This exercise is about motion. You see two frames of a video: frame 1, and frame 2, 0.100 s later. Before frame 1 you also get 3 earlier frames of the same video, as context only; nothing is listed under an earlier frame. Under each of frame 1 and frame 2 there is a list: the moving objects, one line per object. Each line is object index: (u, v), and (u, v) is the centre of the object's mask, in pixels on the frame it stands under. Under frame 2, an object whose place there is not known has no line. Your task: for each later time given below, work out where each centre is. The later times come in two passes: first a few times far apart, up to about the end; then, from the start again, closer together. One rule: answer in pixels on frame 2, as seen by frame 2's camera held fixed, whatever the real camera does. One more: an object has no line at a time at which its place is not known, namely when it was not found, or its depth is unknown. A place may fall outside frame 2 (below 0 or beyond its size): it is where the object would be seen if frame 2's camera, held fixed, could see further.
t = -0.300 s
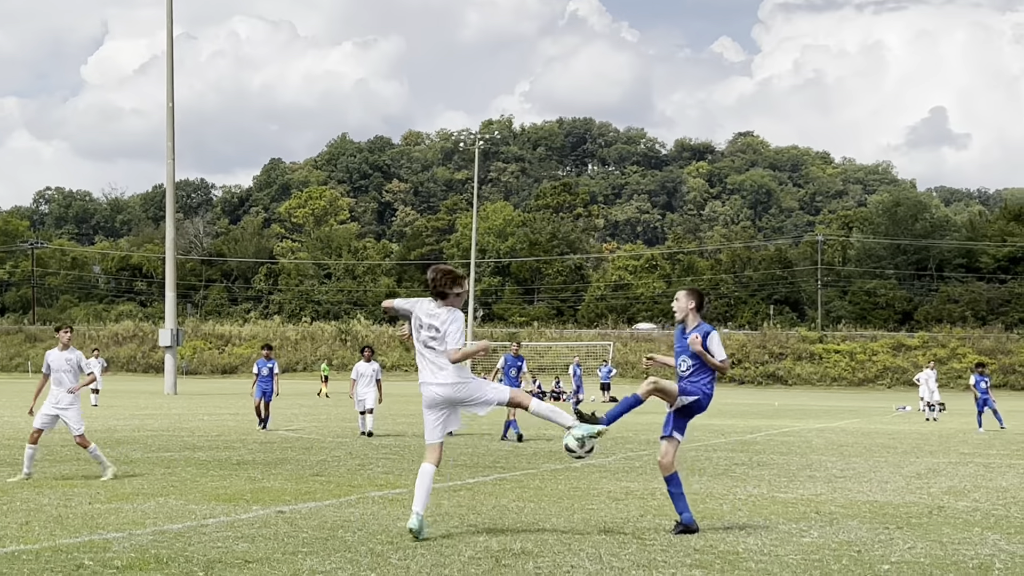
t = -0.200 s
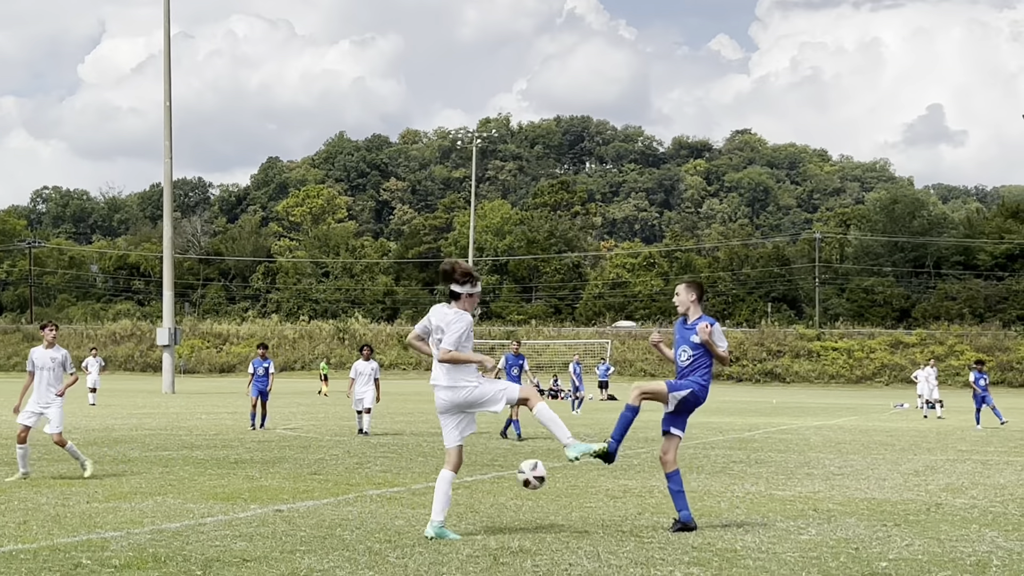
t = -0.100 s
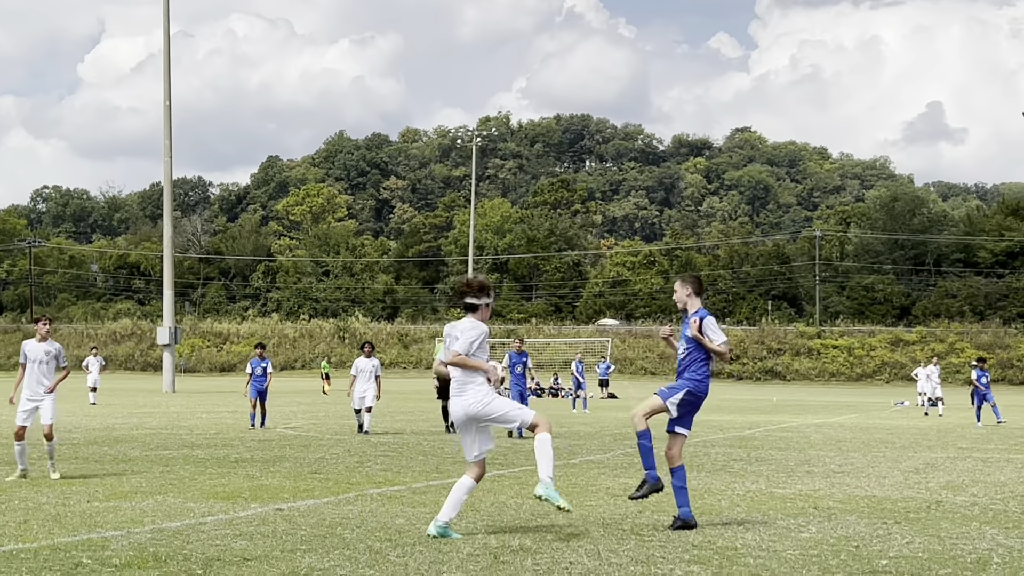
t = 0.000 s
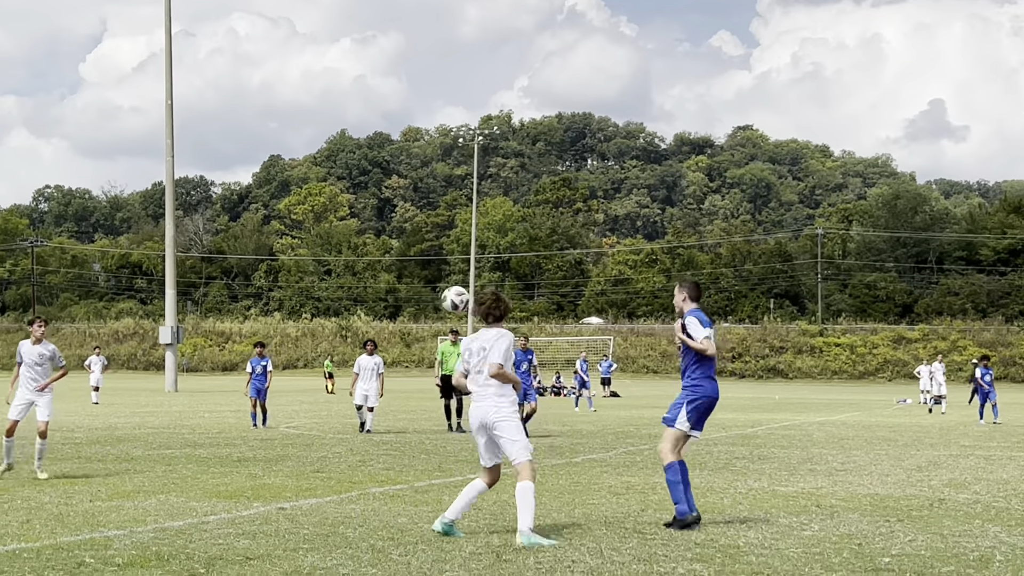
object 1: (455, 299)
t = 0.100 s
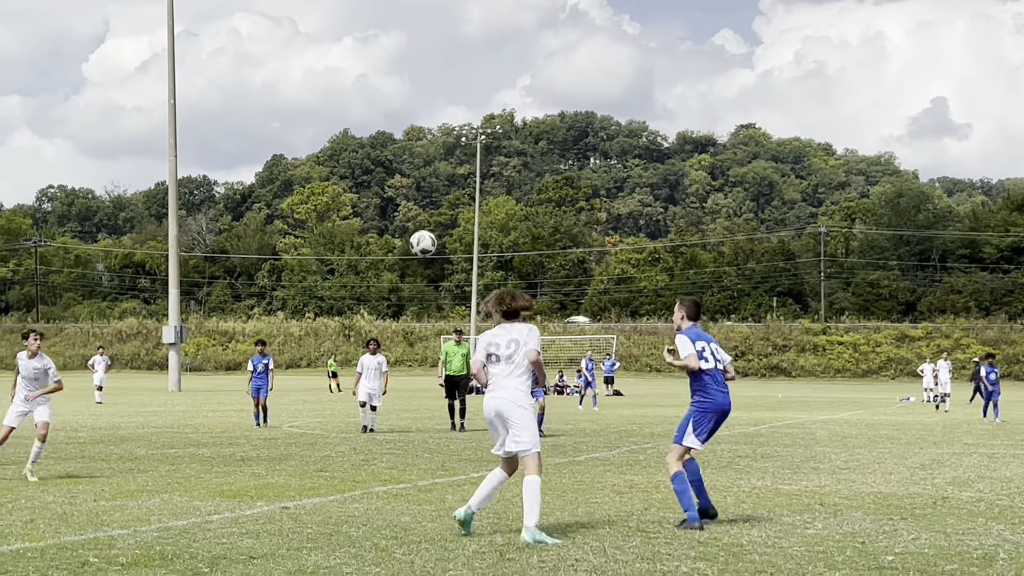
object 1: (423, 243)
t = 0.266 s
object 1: (370, 188)
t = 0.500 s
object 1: (304, 169)
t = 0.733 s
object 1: (247, 210)
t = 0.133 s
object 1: (411, 228)
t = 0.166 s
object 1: (401, 216)
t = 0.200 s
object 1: (391, 206)
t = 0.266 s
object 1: (370, 188)
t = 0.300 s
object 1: (359, 181)
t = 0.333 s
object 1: (350, 175)
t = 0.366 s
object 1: (340, 172)
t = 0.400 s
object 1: (331, 170)
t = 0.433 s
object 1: (322, 168)
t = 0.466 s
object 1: (313, 168)
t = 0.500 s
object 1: (304, 169)
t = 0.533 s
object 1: (296, 173)
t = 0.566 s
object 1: (287, 176)
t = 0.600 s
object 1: (279, 181)
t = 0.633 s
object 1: (270, 187)
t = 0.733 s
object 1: (247, 210)
